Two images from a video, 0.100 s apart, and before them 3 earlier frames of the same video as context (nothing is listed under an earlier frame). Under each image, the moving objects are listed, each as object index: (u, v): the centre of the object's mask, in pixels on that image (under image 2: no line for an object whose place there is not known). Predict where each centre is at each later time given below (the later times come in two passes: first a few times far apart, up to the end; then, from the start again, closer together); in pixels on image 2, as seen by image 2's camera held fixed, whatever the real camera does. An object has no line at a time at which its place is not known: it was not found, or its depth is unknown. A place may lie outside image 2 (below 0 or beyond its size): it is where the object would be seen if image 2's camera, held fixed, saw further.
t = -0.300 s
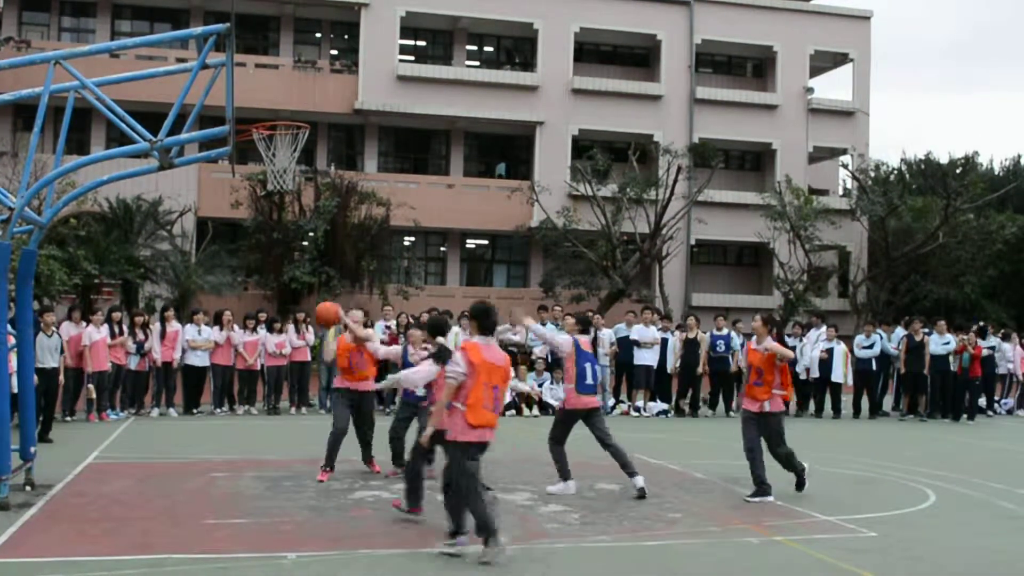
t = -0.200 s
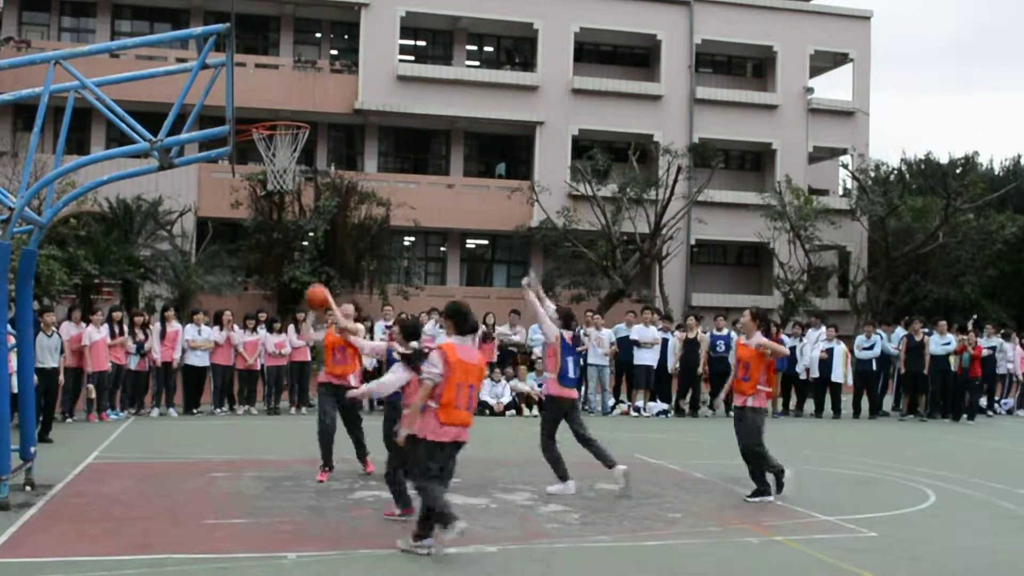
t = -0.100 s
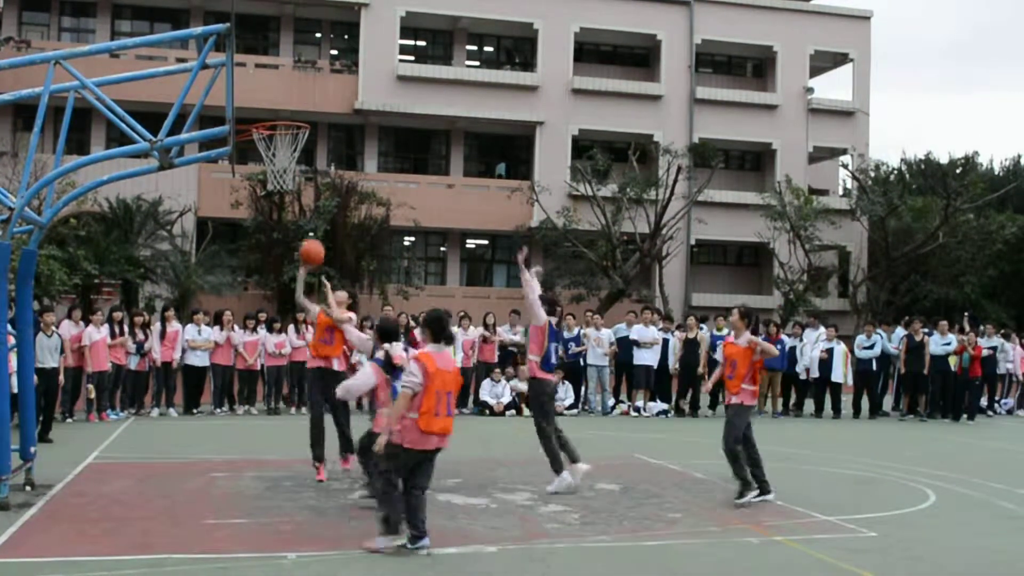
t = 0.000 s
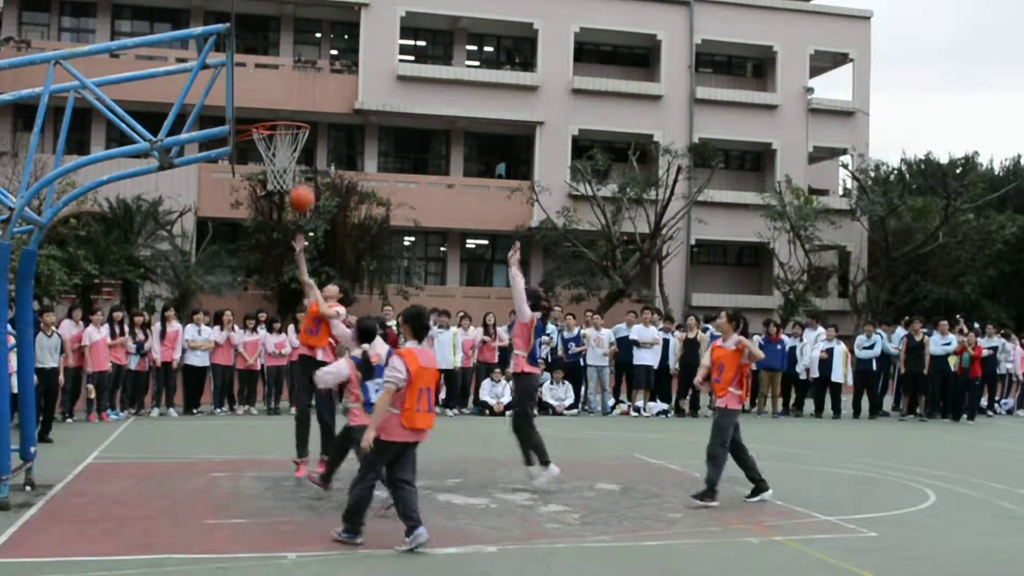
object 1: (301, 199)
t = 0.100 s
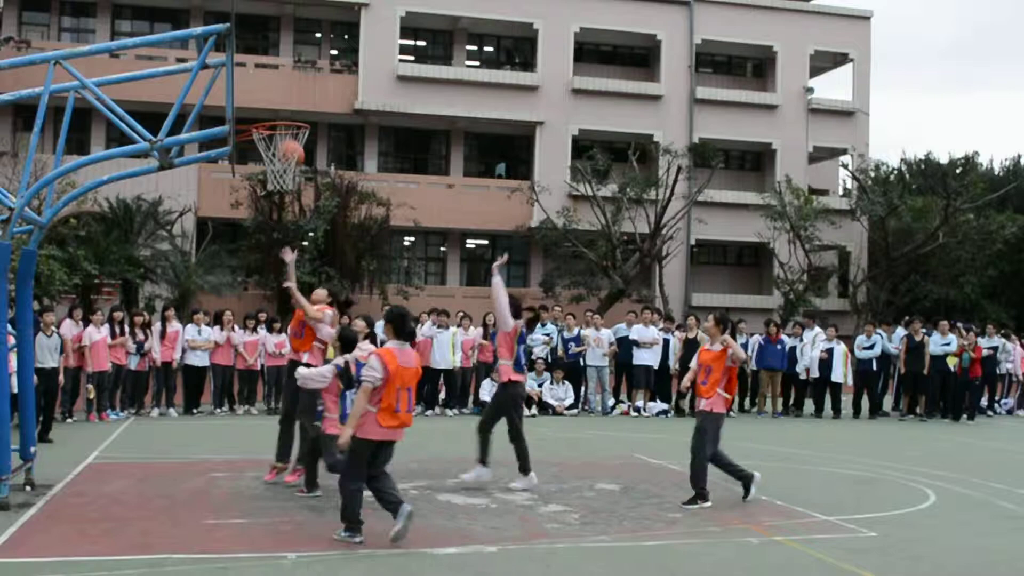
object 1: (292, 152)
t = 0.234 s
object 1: (275, 109)
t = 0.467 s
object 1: (252, 78)
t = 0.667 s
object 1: (275, 110)
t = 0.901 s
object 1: (304, 109)
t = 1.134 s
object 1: (330, 164)
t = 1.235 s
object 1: (340, 206)
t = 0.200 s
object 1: (278, 118)
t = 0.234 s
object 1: (275, 109)
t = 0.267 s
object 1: (270, 101)
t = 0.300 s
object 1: (265, 94)
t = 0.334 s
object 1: (261, 88)
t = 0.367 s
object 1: (257, 83)
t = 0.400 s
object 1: (253, 80)
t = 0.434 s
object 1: (248, 77)
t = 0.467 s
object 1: (252, 78)
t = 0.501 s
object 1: (255, 80)
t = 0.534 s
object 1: (259, 83)
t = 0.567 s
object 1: (263, 88)
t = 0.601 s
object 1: (267, 94)
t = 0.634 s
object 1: (271, 101)
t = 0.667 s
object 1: (275, 110)
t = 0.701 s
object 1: (279, 109)
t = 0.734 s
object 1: (283, 106)
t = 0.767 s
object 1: (287, 104)
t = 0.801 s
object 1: (292, 104)
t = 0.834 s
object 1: (296, 103)
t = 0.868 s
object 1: (301, 106)
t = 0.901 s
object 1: (304, 109)
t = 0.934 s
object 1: (310, 113)
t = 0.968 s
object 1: (313, 118)
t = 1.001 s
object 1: (317, 125)
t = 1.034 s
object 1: (320, 134)
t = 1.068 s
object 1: (324, 142)
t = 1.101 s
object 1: (327, 153)
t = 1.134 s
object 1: (330, 164)
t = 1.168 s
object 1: (334, 178)
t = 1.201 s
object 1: (337, 191)
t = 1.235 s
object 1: (340, 206)
